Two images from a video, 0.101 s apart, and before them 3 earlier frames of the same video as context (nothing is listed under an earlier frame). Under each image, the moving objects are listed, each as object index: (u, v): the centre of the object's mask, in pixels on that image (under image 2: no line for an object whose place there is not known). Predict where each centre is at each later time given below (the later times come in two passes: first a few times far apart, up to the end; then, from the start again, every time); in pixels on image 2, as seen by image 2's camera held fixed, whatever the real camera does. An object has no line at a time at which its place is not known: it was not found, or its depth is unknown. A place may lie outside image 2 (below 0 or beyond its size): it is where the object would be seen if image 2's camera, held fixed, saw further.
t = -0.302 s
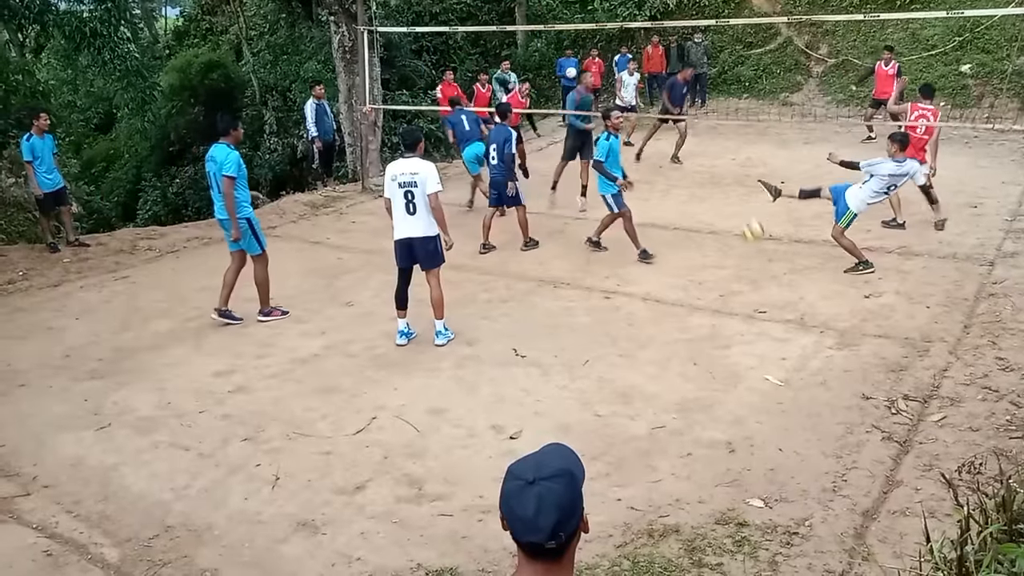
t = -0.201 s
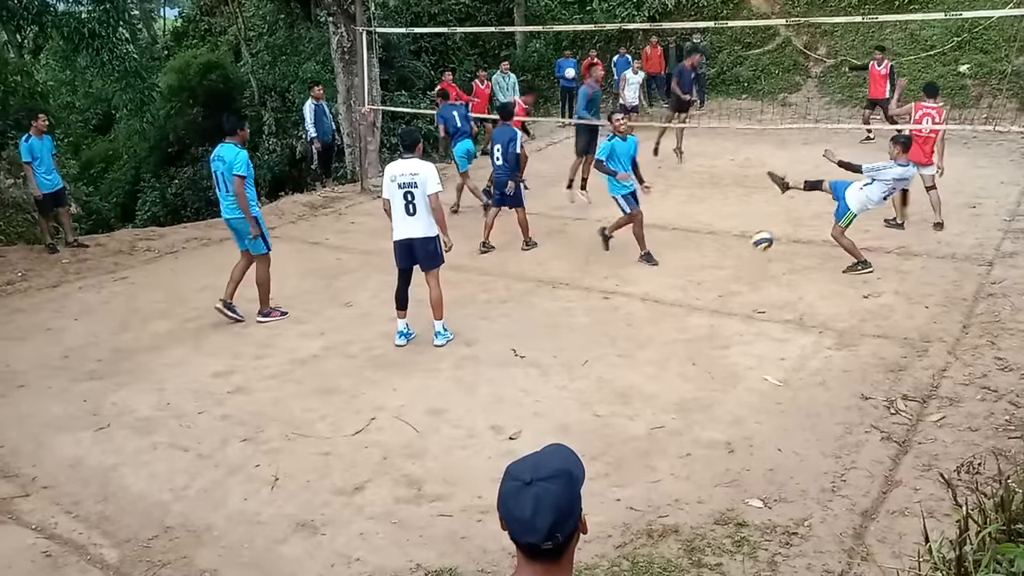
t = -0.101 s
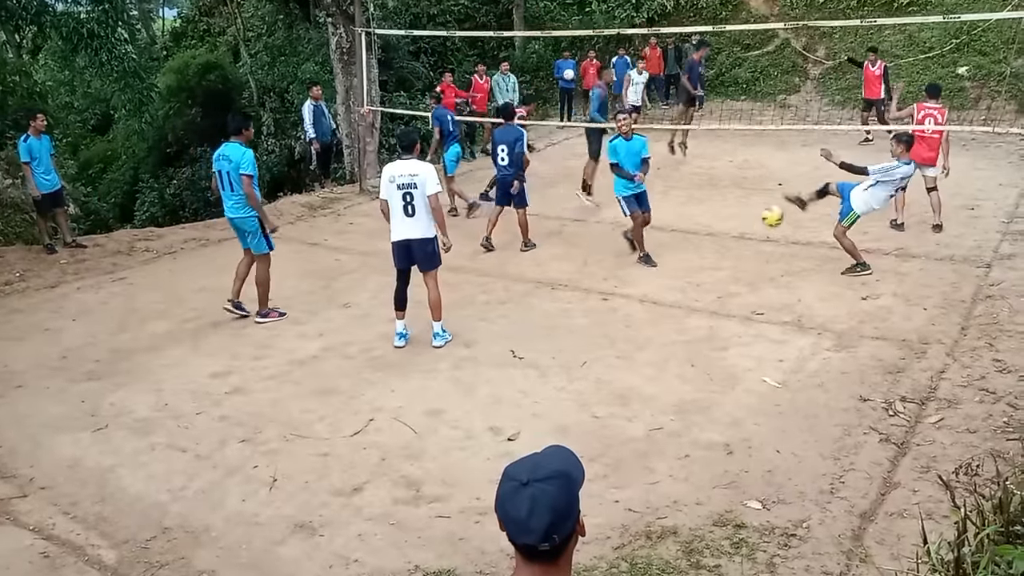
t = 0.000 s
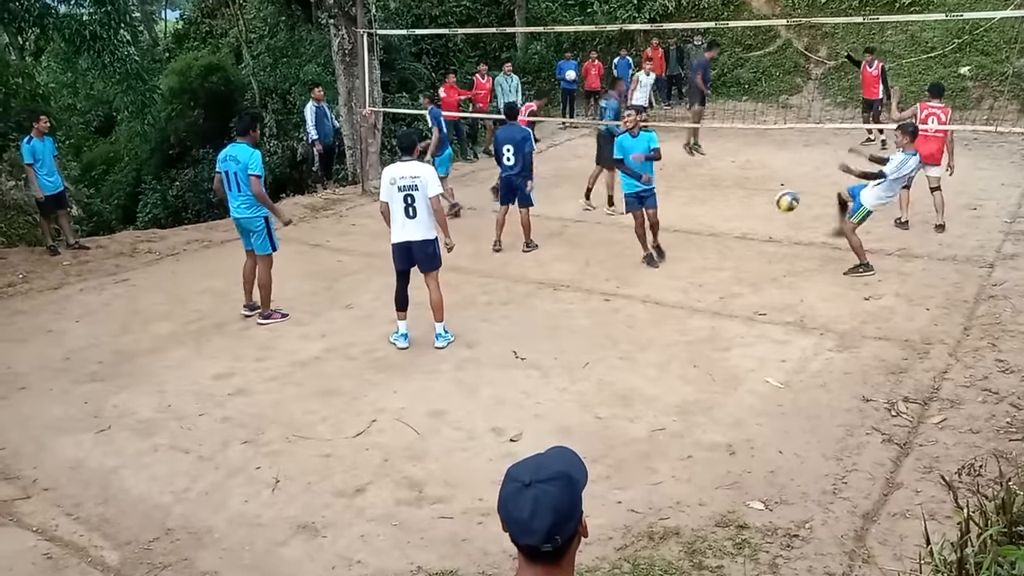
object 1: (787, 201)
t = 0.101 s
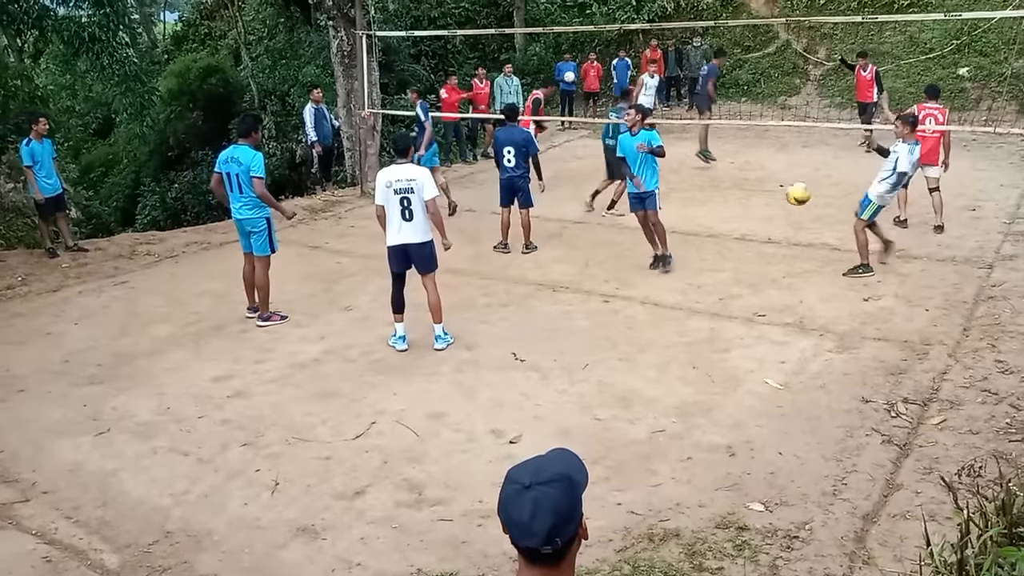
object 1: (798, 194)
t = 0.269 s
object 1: (819, 207)
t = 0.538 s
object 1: (849, 302)
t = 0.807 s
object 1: (875, 268)
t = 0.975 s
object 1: (886, 248)
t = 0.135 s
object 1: (802, 193)
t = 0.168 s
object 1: (806, 195)
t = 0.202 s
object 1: (810, 198)
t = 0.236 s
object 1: (814, 201)
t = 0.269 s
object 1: (819, 207)
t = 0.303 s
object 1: (822, 213)
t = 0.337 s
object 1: (826, 221)
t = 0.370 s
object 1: (831, 230)
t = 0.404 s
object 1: (834, 242)
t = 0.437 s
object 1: (840, 256)
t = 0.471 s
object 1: (844, 269)
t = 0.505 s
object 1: (846, 284)
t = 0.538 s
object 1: (849, 302)
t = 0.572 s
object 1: (855, 321)
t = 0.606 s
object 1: (858, 336)
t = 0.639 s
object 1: (861, 321)
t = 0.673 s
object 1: (864, 309)
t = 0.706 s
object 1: (866, 299)
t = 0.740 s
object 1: (869, 286)
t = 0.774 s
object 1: (872, 277)
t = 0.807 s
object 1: (875, 268)
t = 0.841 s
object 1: (877, 262)
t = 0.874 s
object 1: (879, 256)
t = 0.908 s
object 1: (882, 252)
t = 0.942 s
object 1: (884, 249)
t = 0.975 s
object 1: (886, 248)
